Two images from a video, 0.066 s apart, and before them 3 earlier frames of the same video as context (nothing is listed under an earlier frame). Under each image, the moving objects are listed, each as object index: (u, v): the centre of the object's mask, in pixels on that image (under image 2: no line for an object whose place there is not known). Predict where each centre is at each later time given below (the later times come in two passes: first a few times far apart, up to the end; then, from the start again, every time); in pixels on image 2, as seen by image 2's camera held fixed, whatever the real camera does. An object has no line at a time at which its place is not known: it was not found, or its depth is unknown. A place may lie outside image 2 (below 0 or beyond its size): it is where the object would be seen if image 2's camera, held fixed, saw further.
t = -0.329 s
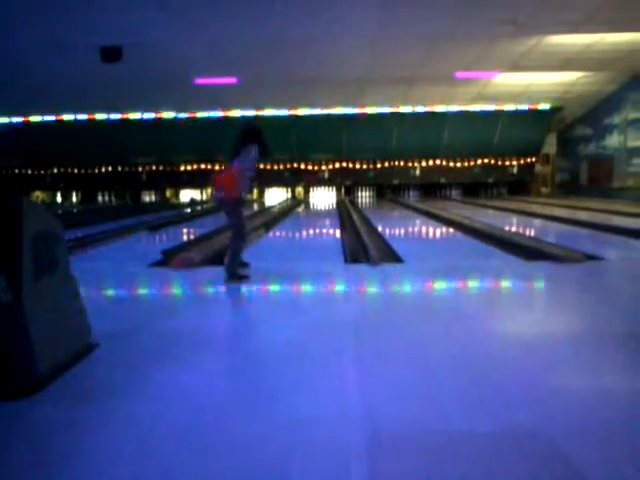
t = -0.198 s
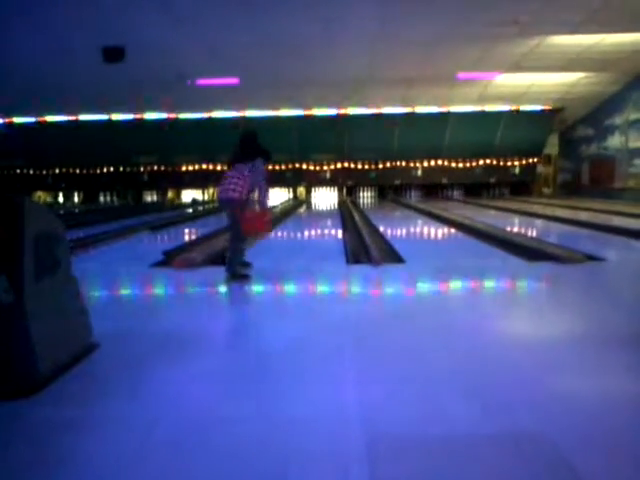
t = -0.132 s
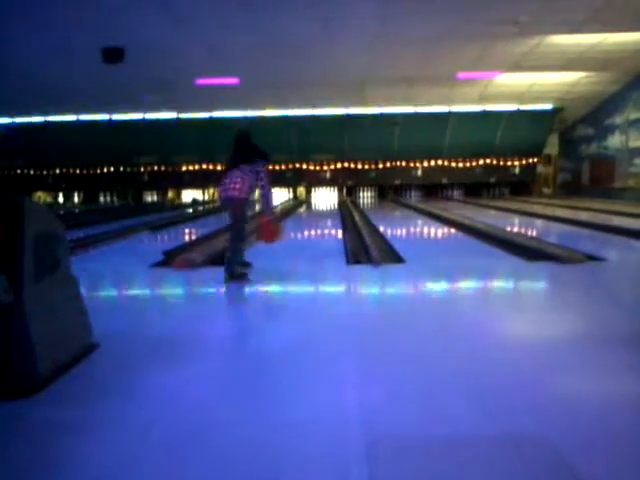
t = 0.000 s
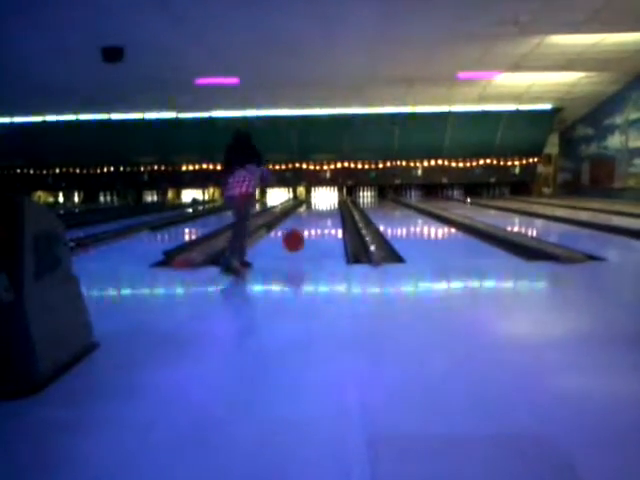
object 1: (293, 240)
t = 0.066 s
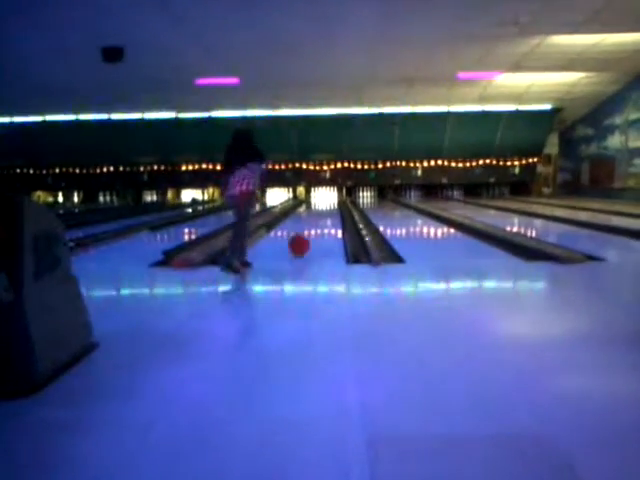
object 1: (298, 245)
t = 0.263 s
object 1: (314, 233)
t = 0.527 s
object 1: (333, 229)
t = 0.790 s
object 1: (338, 224)
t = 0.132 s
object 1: (304, 239)
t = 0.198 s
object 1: (310, 234)
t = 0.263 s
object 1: (314, 233)
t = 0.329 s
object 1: (323, 232)
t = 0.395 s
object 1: (327, 230)
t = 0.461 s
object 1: (330, 230)
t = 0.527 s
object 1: (333, 229)
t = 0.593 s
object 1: (340, 226)
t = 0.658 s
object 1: (340, 226)
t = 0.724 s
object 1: (339, 225)
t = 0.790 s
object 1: (338, 224)
